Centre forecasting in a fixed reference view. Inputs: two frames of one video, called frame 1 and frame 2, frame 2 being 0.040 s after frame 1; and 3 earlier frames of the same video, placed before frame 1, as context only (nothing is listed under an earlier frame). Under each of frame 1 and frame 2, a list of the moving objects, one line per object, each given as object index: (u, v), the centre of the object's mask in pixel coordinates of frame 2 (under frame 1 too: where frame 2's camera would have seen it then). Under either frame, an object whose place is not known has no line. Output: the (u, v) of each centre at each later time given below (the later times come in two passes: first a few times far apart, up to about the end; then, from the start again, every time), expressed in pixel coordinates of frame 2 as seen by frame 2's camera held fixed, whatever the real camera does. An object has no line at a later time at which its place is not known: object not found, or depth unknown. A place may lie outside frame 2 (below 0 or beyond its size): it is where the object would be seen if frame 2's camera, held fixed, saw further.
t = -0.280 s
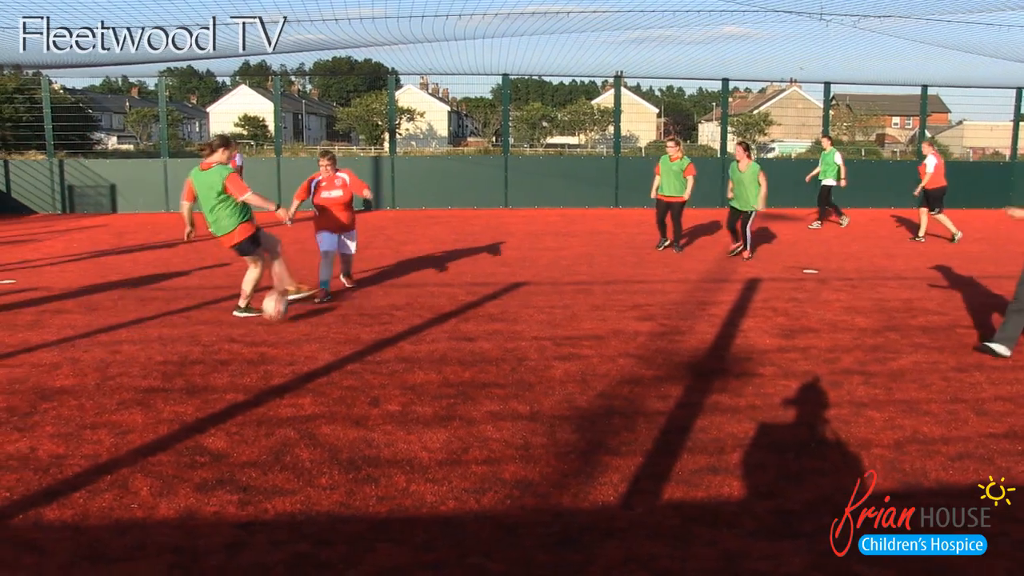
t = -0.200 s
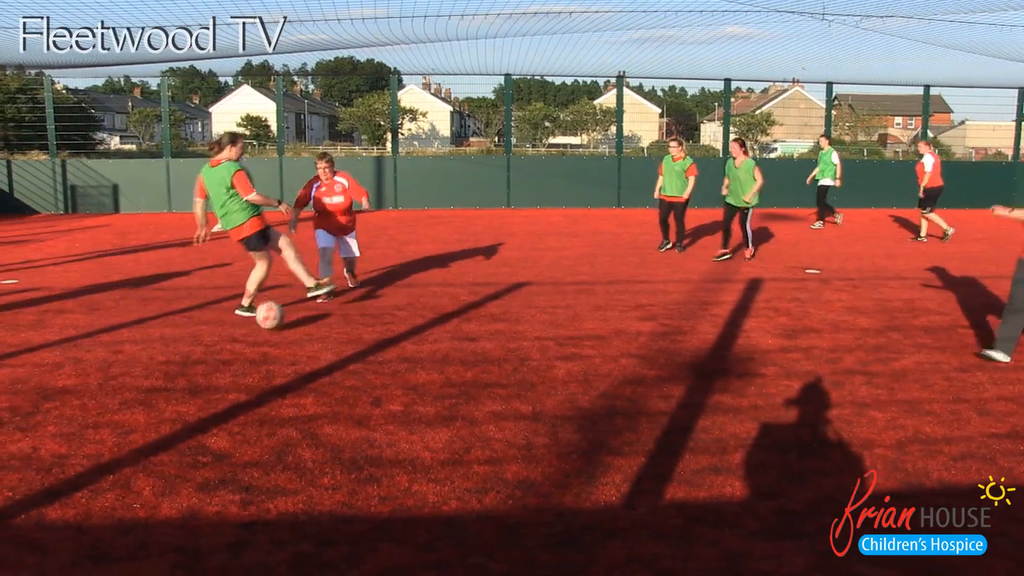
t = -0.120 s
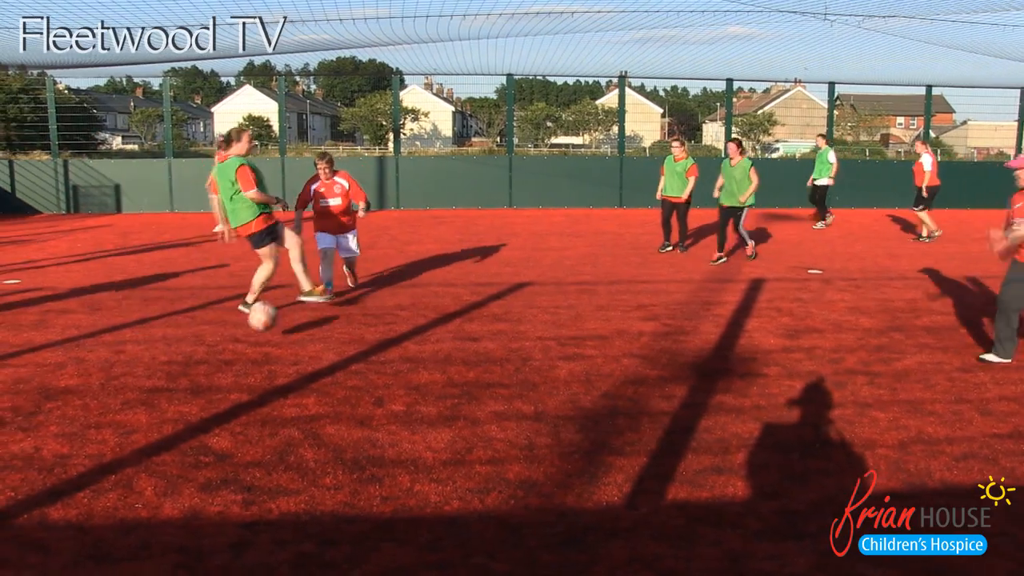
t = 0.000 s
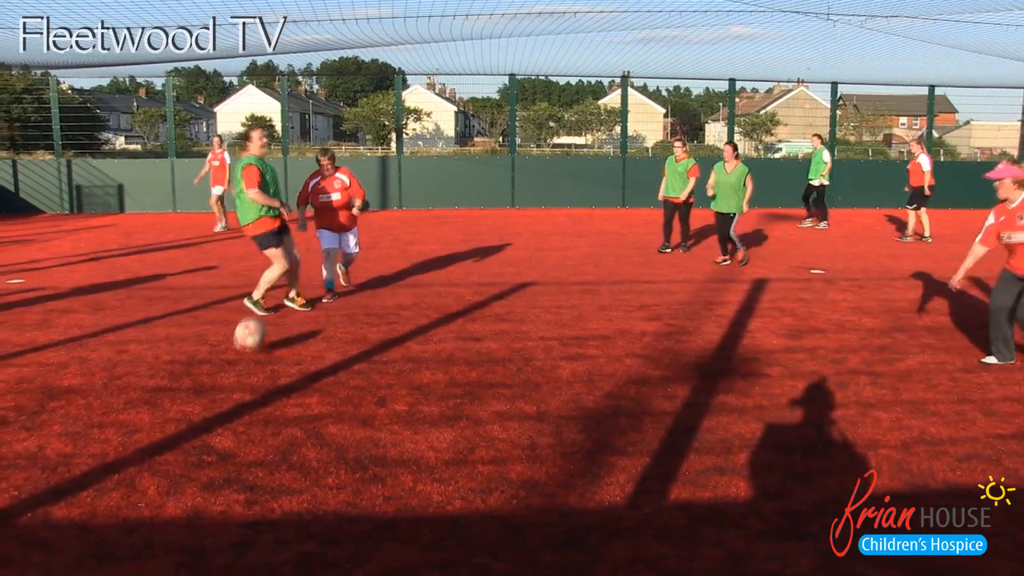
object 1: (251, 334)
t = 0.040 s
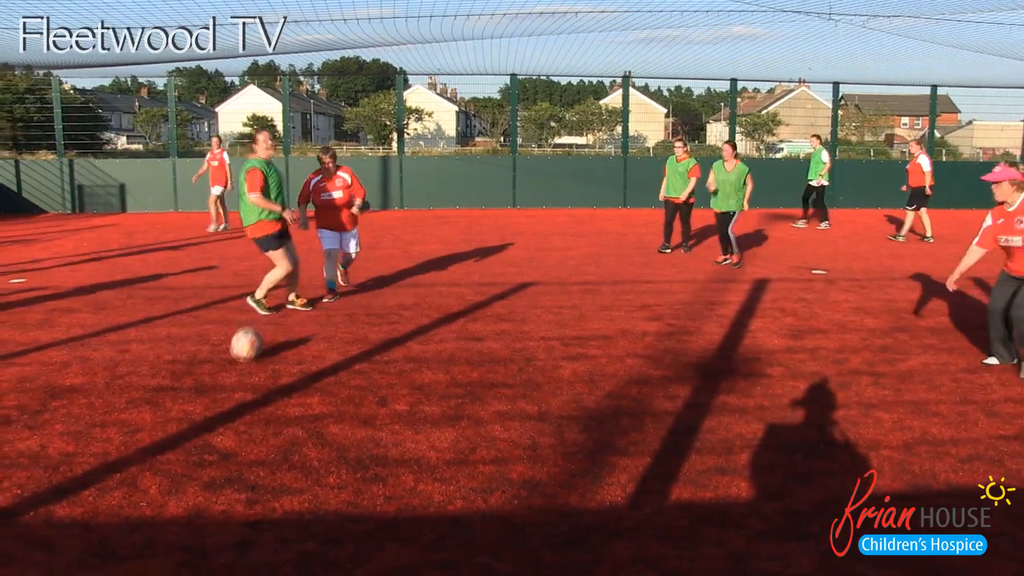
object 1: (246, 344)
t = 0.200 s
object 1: (222, 358)
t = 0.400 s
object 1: (185, 393)
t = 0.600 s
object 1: (134, 437)
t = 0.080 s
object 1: (239, 346)
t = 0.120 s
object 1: (234, 348)
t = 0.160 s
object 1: (228, 352)
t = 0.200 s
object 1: (222, 358)
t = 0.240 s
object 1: (215, 368)
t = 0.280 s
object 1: (210, 374)
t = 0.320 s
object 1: (202, 378)
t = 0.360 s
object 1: (194, 385)
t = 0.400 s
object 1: (185, 393)
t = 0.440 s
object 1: (178, 404)
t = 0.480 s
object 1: (167, 408)
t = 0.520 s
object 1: (157, 418)
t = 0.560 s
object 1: (146, 428)
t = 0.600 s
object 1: (134, 437)
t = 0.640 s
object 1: (122, 448)
